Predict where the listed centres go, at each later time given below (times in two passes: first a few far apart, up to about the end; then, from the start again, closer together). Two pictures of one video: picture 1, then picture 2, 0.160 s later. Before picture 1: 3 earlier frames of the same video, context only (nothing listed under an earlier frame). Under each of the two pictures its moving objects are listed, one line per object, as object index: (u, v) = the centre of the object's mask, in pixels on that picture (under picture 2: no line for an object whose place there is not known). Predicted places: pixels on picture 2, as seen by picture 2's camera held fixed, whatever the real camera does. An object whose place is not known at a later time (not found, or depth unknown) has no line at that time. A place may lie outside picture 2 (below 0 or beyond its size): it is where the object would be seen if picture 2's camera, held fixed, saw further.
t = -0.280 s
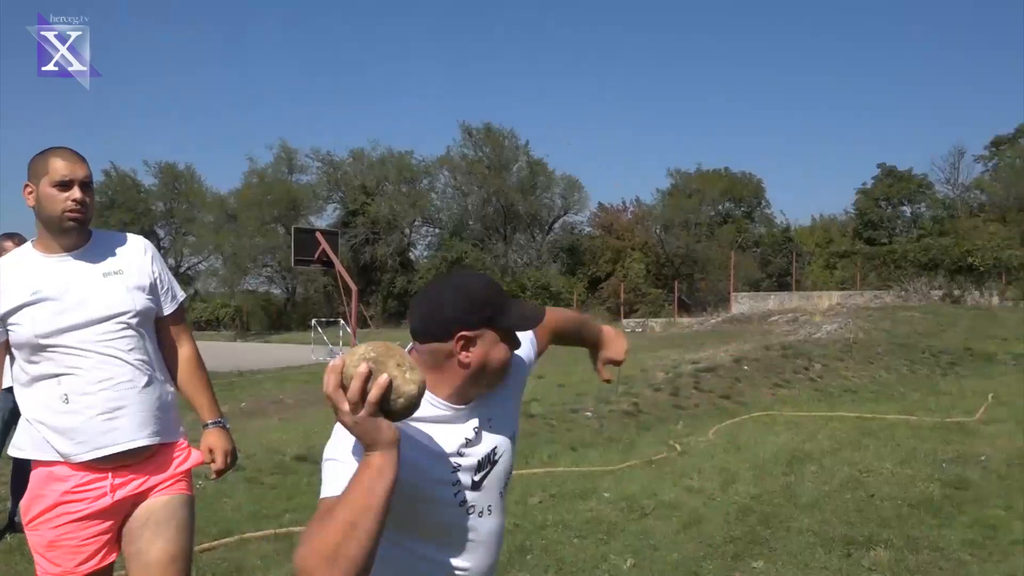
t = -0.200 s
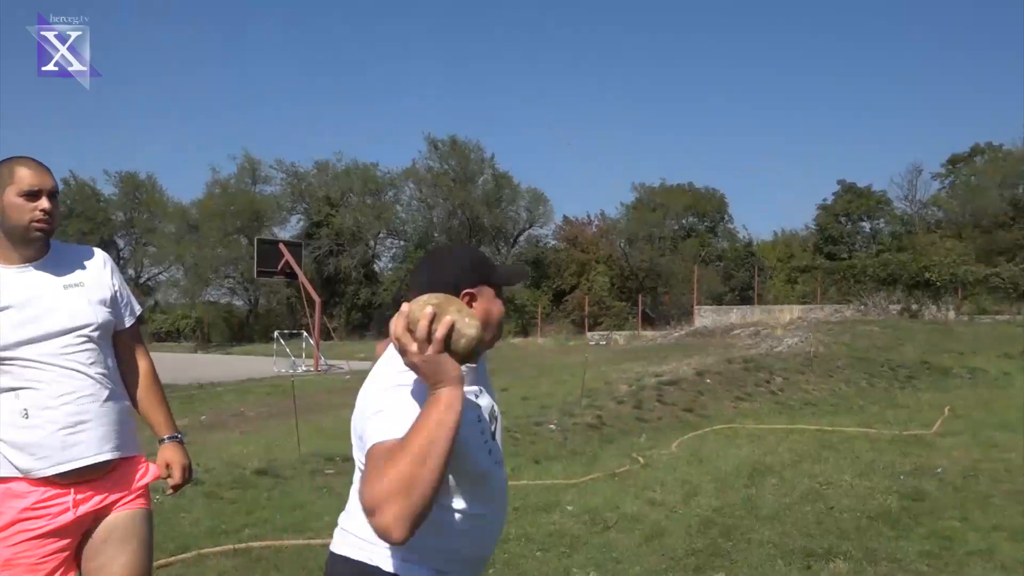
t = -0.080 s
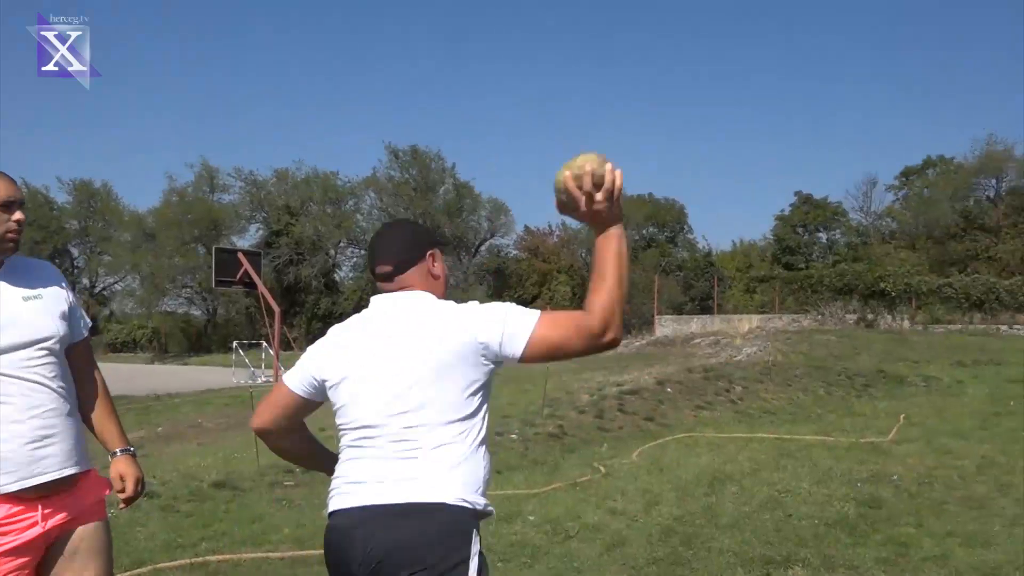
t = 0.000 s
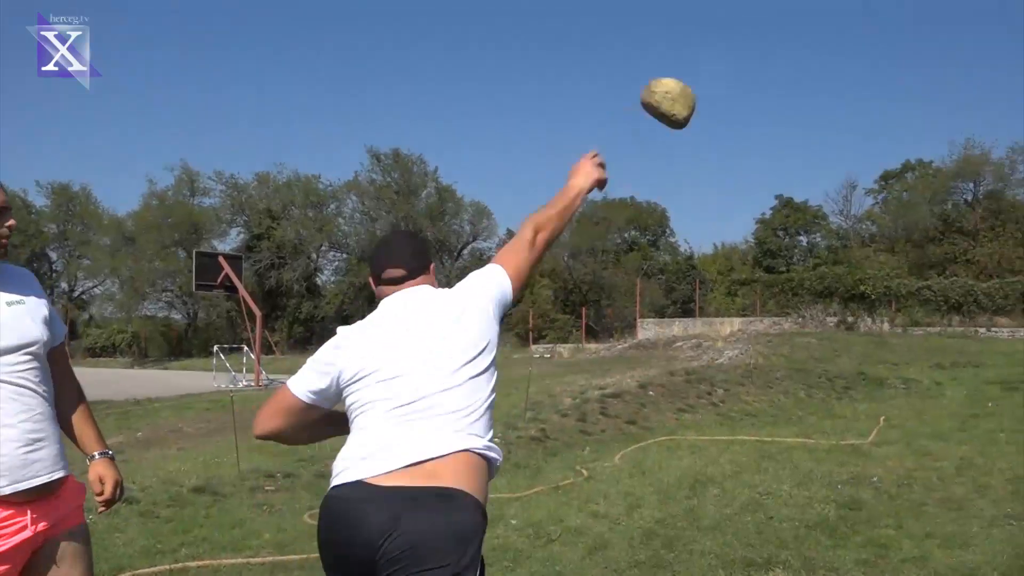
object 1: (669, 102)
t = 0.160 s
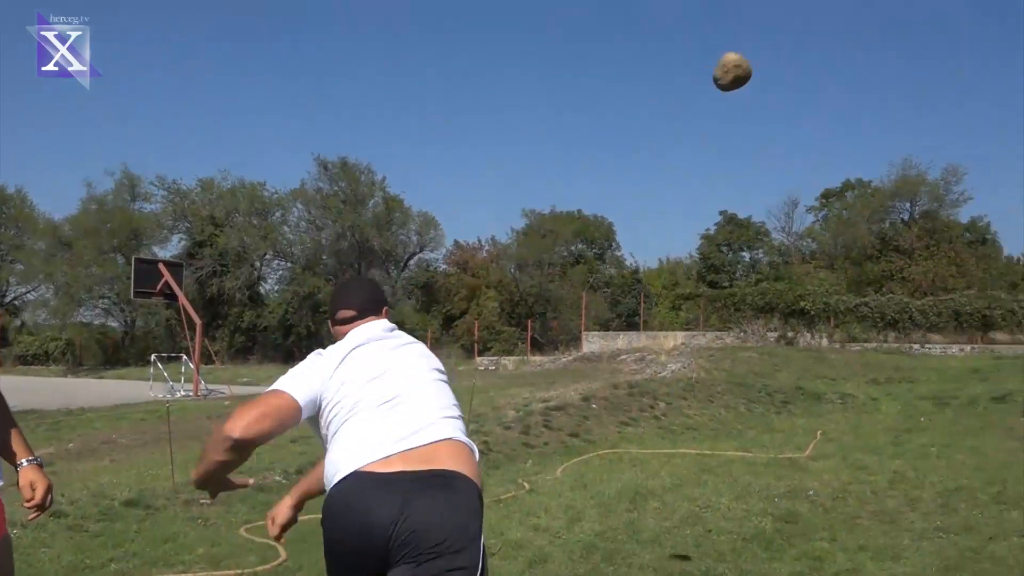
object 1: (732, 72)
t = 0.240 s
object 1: (768, 75)
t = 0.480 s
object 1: (833, 136)
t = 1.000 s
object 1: (898, 372)
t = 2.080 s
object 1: (1006, 432)
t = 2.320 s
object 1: (1014, 422)
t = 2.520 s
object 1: (1020, 418)
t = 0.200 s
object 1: (750, 71)
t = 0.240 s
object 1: (768, 75)
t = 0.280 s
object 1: (783, 82)
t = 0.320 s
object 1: (795, 89)
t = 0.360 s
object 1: (806, 99)
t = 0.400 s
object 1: (816, 111)
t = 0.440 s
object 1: (825, 122)
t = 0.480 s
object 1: (833, 136)
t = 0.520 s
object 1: (841, 152)
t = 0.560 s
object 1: (848, 166)
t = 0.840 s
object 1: (879, 290)
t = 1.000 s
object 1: (898, 372)
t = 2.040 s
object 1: (1003, 433)
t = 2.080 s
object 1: (1006, 432)
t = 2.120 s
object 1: (1006, 431)
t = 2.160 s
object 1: (1008, 427)
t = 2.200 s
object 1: (1010, 424)
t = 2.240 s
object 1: (1012, 422)
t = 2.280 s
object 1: (1012, 423)
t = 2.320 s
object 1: (1014, 422)
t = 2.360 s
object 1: (1015, 422)
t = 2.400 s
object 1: (1018, 421)
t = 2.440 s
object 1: (1018, 420)
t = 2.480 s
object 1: (1019, 419)
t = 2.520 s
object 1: (1020, 418)
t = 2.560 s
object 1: (1023, 416)
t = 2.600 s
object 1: (1023, 416)
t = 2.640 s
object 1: (1024, 415)
